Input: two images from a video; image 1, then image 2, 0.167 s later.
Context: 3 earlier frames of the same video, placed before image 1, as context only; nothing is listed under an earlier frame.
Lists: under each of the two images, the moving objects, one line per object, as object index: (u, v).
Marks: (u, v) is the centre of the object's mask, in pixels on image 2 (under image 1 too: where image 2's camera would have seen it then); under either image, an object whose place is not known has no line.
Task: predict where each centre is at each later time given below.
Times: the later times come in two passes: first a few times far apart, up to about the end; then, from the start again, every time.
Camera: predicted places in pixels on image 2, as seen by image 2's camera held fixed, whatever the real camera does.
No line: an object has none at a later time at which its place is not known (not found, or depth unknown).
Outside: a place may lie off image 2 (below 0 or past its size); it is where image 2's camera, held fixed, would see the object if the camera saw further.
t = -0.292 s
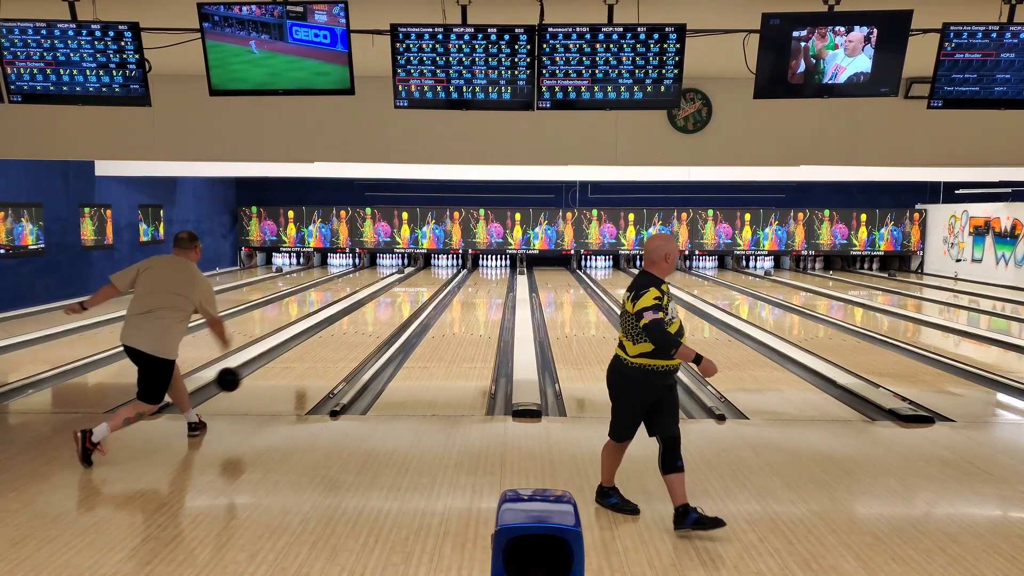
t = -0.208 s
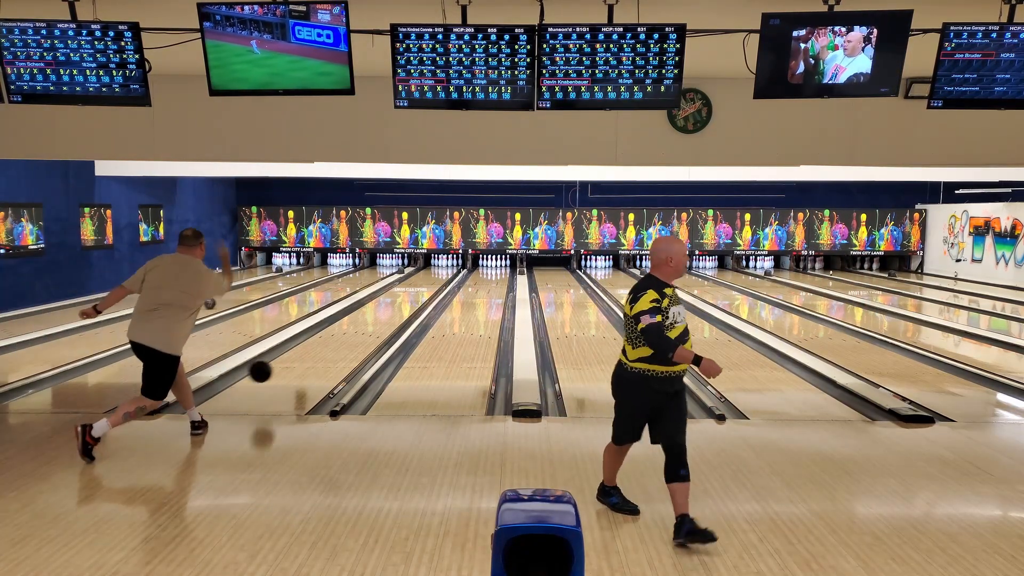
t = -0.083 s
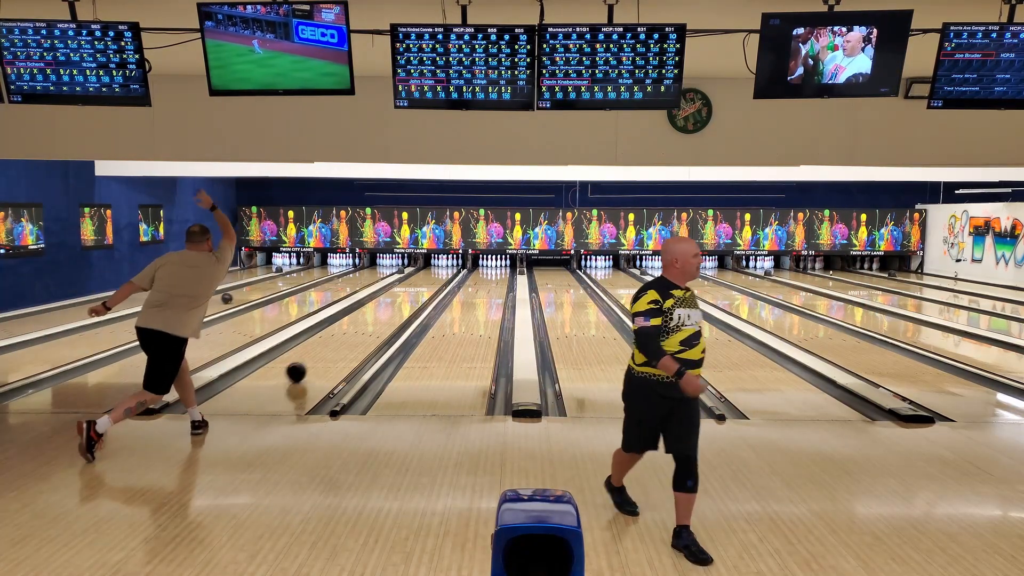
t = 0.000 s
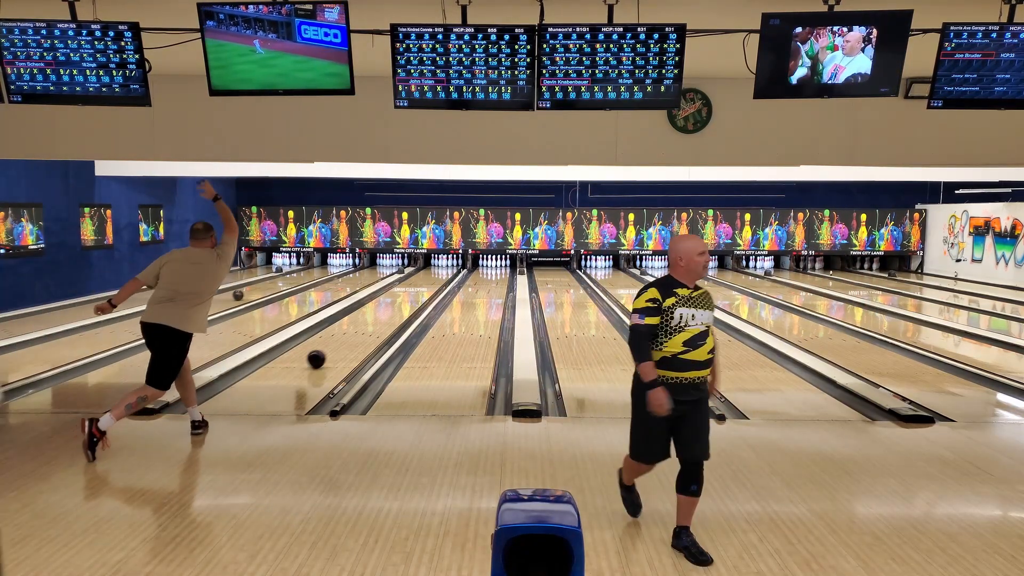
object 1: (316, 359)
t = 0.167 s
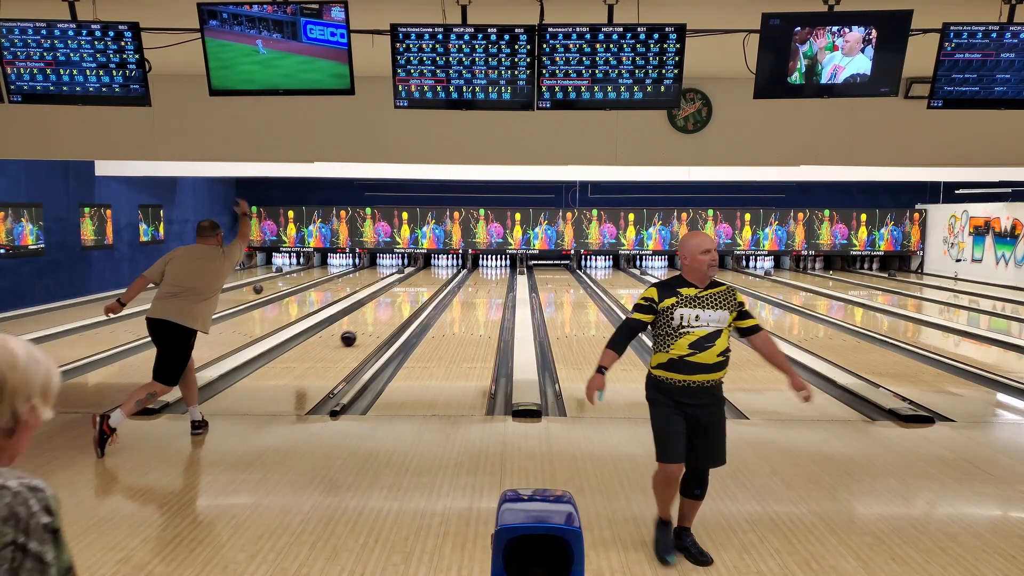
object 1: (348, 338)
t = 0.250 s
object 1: (358, 332)
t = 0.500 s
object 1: (389, 312)
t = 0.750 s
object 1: (410, 298)
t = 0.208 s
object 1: (356, 333)
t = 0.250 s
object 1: (358, 332)
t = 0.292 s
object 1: (366, 327)
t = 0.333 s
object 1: (370, 324)
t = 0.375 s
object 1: (376, 320)
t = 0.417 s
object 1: (380, 318)
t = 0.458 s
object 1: (386, 315)
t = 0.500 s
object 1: (389, 312)
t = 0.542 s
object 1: (394, 309)
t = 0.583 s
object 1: (397, 307)
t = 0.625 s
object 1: (401, 304)
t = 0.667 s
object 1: (404, 302)
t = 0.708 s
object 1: (408, 300)
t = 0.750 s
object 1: (410, 298)
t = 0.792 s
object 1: (414, 296)
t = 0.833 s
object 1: (416, 294)
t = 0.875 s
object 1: (419, 292)
